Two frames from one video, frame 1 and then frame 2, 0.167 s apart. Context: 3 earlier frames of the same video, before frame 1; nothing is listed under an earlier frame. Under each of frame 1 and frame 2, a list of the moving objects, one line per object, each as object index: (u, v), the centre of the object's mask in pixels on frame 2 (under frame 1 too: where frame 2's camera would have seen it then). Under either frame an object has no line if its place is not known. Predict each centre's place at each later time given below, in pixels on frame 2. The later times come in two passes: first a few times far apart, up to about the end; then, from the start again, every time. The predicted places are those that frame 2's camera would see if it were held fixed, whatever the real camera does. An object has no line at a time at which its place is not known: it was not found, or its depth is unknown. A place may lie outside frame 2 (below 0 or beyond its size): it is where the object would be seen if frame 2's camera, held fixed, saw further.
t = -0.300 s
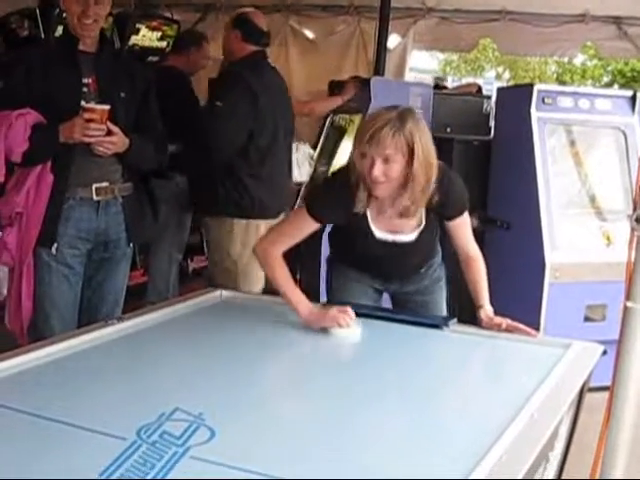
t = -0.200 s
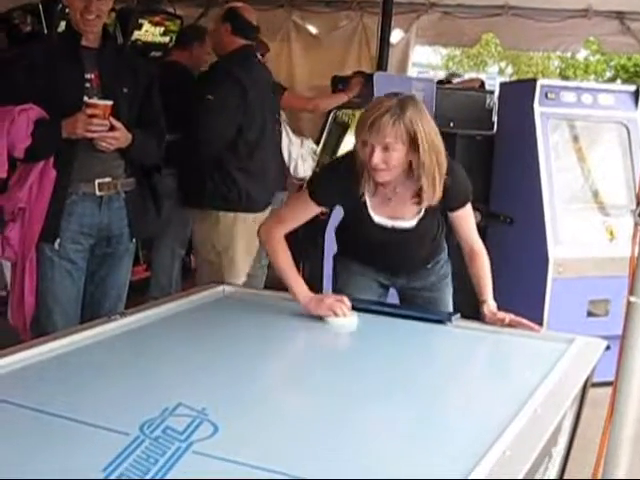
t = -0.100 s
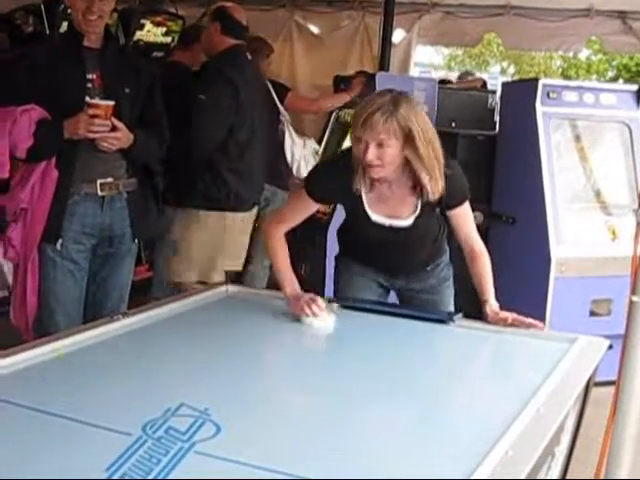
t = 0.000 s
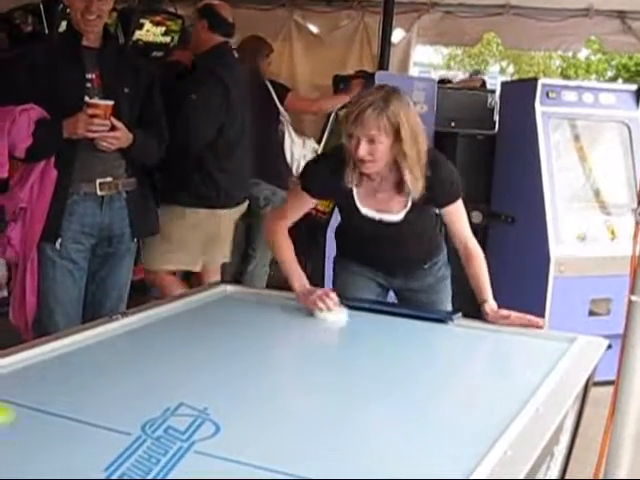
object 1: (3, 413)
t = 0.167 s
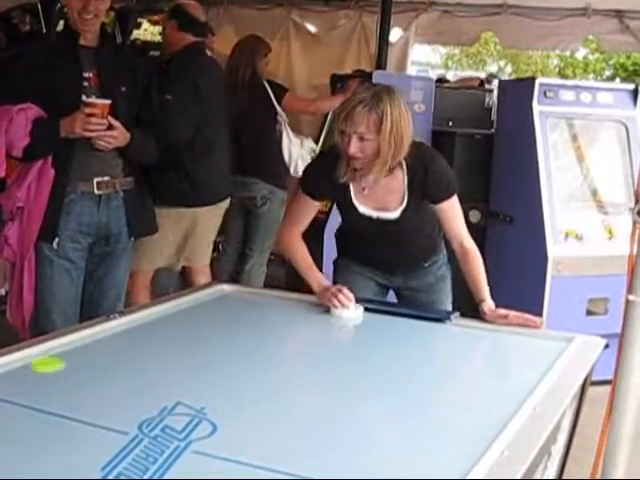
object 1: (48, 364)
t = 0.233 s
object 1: (70, 351)
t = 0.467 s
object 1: (207, 328)
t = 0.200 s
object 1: (55, 357)
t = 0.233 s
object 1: (70, 351)
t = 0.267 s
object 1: (93, 347)
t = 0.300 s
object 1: (113, 344)
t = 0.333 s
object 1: (132, 341)
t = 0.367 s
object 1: (150, 337)
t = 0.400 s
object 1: (170, 334)
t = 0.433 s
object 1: (190, 330)
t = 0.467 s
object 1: (207, 328)
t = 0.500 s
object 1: (225, 325)
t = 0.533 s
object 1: (243, 322)
